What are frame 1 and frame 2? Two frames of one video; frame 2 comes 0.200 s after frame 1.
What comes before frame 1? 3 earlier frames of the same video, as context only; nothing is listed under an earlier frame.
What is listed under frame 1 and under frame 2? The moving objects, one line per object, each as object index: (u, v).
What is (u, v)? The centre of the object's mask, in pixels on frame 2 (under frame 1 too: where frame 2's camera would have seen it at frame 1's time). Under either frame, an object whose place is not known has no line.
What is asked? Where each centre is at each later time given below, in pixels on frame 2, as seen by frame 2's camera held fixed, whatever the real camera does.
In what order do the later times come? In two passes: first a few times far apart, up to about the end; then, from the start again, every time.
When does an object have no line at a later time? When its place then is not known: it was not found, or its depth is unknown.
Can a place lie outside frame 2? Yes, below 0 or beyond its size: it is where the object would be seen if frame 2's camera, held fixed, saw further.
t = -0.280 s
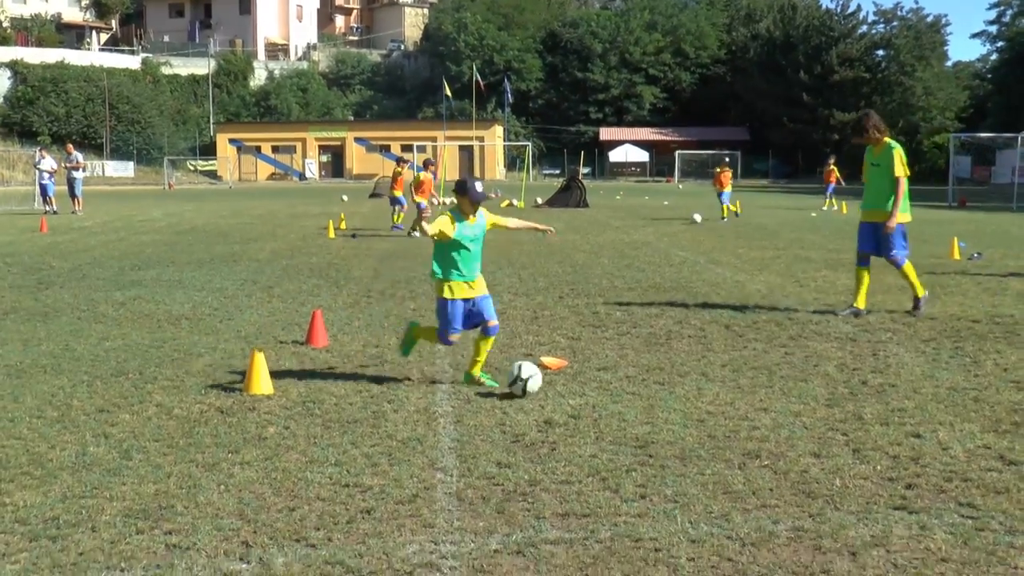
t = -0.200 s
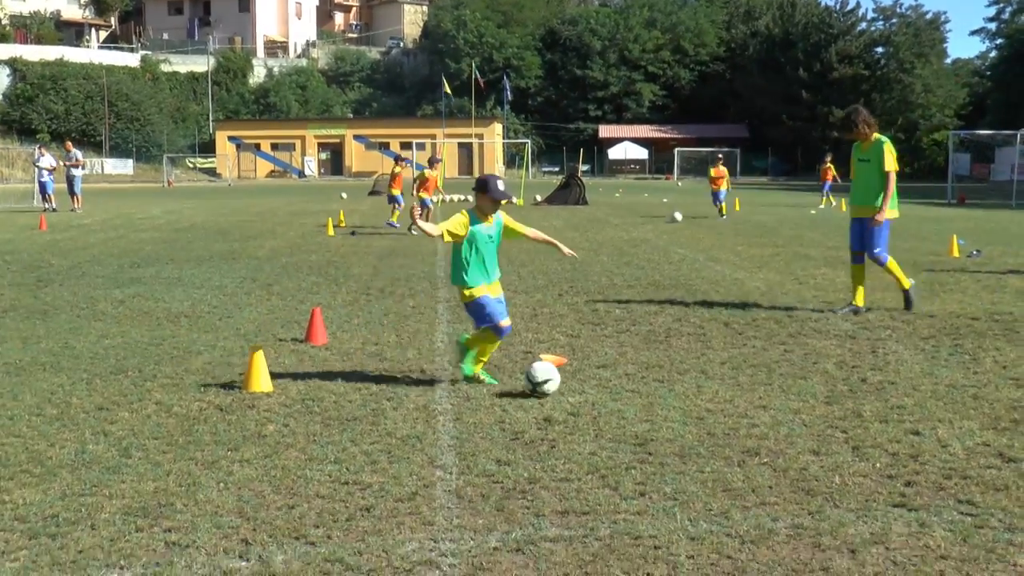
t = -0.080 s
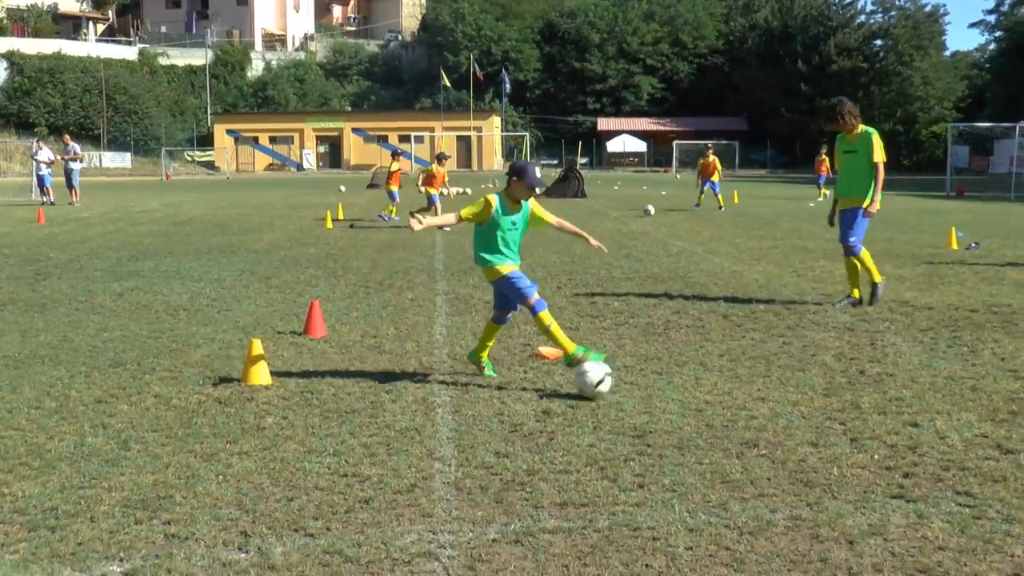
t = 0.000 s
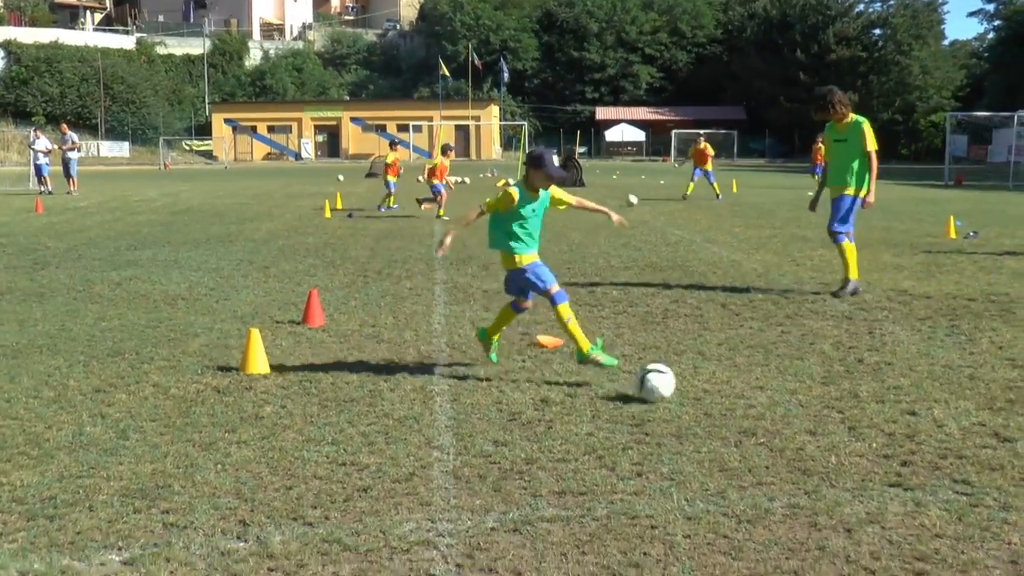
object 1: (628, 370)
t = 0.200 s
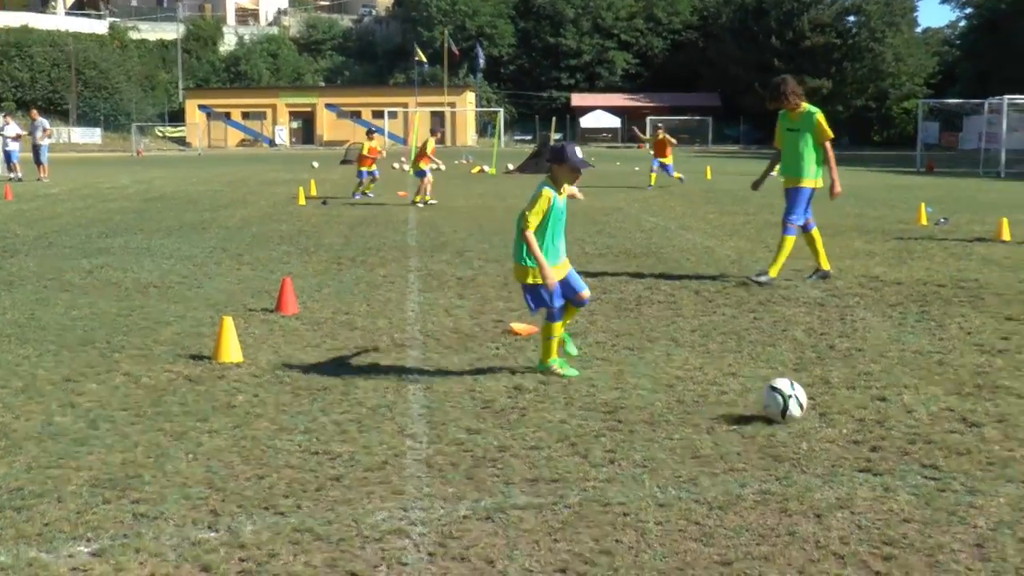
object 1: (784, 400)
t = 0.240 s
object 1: (816, 407)
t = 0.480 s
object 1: (998, 443)
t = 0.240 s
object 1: (816, 407)
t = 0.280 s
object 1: (846, 411)
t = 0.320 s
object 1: (878, 417)
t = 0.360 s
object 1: (910, 426)
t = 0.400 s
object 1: (938, 428)
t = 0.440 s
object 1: (968, 433)
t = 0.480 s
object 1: (998, 443)
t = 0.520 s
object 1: (1026, 446)
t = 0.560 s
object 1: (1052, 450)
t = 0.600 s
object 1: (1081, 457)
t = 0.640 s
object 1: (1108, 467)
